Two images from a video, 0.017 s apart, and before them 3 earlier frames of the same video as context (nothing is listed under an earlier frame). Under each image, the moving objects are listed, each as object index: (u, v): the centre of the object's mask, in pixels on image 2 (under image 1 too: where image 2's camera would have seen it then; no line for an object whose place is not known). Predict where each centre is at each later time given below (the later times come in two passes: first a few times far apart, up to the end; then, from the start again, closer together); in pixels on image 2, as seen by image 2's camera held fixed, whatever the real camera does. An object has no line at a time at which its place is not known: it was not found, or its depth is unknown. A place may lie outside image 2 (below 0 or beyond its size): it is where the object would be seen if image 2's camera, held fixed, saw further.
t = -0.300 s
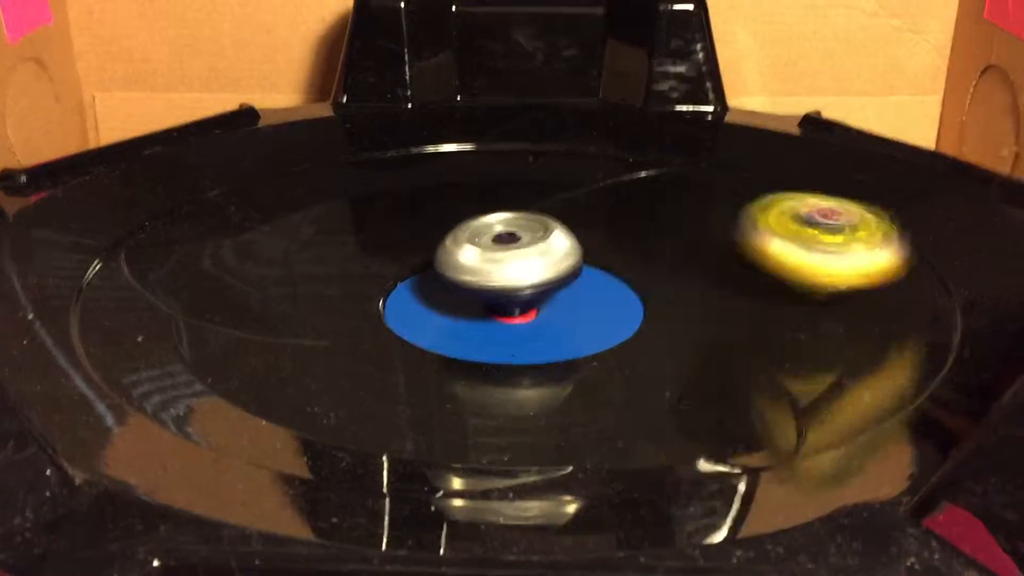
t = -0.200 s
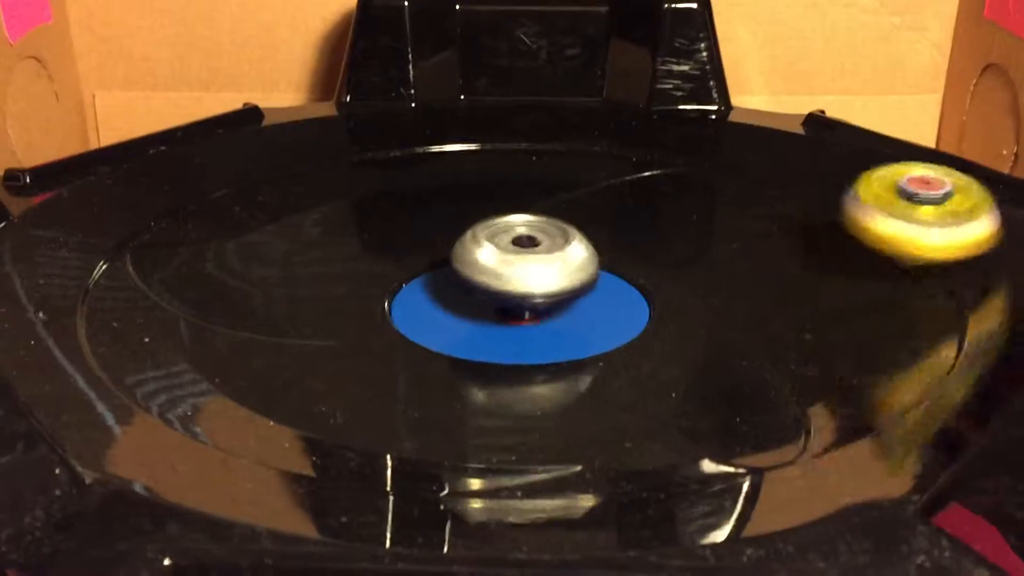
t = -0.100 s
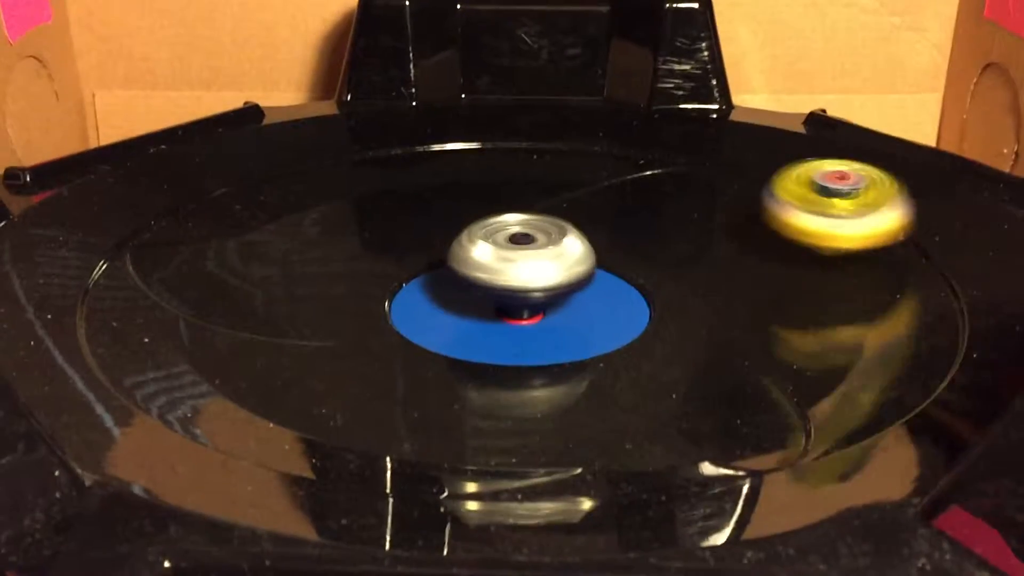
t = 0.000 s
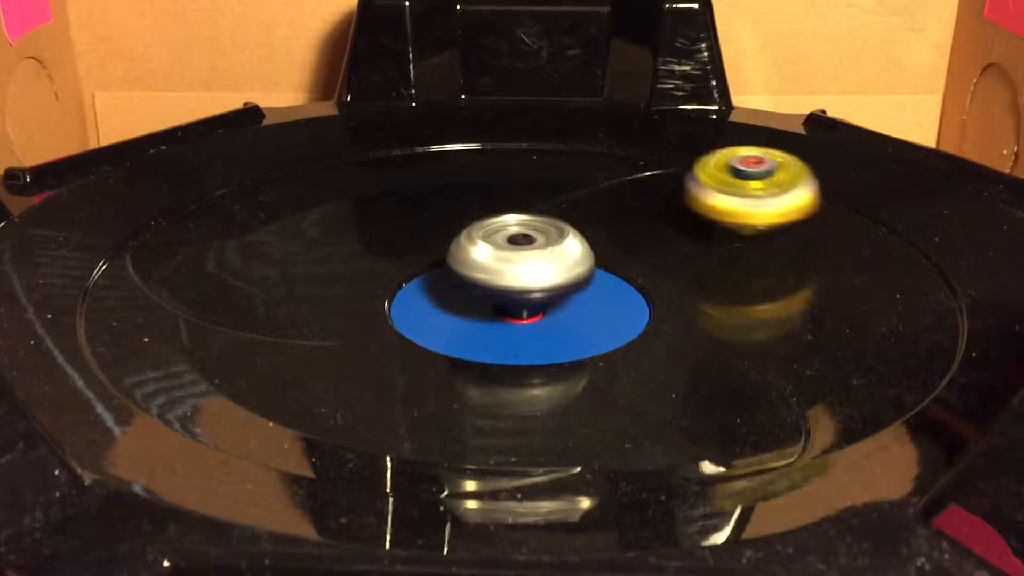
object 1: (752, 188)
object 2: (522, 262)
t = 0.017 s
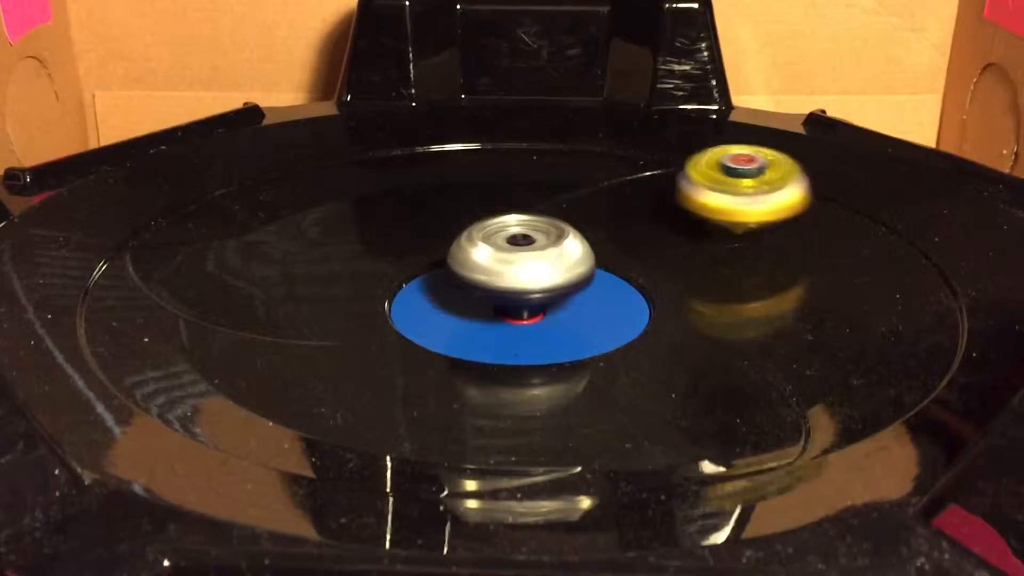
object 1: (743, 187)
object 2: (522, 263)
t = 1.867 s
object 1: (428, 176)
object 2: (529, 263)
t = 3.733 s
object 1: (436, 312)
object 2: (530, 257)
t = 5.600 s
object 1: (646, 194)
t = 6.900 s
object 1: (522, 178)
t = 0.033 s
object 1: (735, 185)
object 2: (522, 263)
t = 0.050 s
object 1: (730, 184)
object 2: (522, 263)
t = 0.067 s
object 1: (726, 182)
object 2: (522, 263)
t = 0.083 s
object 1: (724, 182)
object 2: (522, 263)
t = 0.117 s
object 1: (721, 180)
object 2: (522, 262)
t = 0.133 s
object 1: (719, 179)
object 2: (522, 263)
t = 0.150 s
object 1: (718, 179)
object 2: (522, 263)
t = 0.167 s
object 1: (717, 178)
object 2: (522, 262)
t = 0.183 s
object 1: (715, 177)
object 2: (522, 262)
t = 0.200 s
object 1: (714, 176)
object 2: (522, 263)
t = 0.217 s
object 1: (712, 176)
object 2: (522, 262)
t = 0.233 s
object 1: (710, 176)
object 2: (522, 262)
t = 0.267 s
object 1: (706, 175)
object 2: (522, 262)
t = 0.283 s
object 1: (704, 175)
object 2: (522, 263)
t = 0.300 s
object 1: (702, 174)
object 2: (522, 263)
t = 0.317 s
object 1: (699, 174)
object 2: (522, 263)
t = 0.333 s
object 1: (697, 174)
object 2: (522, 263)
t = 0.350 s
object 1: (694, 174)
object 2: (522, 263)
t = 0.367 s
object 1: (691, 173)
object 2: (522, 263)
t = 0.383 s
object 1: (689, 173)
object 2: (522, 263)
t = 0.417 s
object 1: (683, 174)
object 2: (522, 263)
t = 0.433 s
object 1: (680, 174)
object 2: (522, 263)
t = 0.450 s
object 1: (677, 174)
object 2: (522, 263)
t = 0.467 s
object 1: (674, 174)
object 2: (522, 263)
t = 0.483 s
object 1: (670, 174)
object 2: (522, 262)
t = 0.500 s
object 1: (667, 174)
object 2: (522, 263)
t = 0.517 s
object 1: (663, 175)
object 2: (522, 263)
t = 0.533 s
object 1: (660, 175)
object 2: (522, 262)
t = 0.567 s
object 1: (653, 176)
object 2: (522, 263)
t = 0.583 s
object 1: (649, 177)
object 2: (522, 262)
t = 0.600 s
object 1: (645, 177)
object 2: (522, 263)
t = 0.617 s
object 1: (641, 178)
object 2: (522, 263)
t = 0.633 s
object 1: (638, 178)
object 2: (522, 262)
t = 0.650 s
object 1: (634, 179)
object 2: (522, 262)
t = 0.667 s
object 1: (630, 180)
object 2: (522, 263)
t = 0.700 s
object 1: (622, 181)
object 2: (522, 263)
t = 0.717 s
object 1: (619, 182)
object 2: (522, 263)
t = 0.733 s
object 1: (615, 183)
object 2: (522, 263)
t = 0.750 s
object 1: (611, 184)
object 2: (522, 262)
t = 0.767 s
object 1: (607, 185)
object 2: (522, 262)
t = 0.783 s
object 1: (603, 186)
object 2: (522, 262)
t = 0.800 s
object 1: (600, 187)
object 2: (522, 262)
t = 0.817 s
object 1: (596, 188)
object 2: (522, 262)
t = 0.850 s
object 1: (588, 190)
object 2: (522, 263)
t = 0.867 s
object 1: (585, 190)
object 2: (521, 263)
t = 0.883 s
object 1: (581, 191)
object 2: (522, 263)
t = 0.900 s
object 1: (577, 191)
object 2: (522, 263)
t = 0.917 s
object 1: (574, 192)
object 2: (521, 263)
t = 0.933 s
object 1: (570, 192)
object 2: (521, 263)
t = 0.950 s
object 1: (566, 193)
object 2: (522, 263)
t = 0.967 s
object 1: (562, 193)
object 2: (521, 263)
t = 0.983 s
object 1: (558, 193)
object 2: (521, 263)
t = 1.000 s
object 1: (563, 183)
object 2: (515, 266)
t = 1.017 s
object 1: (572, 173)
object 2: (509, 263)
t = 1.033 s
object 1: (580, 165)
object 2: (508, 259)
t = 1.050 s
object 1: (587, 154)
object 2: (517, 256)
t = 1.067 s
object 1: (597, 140)
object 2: (525, 261)
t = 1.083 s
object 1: (607, 130)
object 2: (518, 263)
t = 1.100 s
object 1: (617, 126)
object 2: (510, 261)
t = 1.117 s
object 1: (627, 122)
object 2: (512, 258)
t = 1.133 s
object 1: (633, 117)
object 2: (522, 261)
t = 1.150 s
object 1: (634, 115)
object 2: (522, 264)
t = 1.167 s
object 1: (633, 119)
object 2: (515, 264)
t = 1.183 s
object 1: (632, 123)
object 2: (516, 262)
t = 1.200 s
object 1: (629, 126)
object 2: (527, 261)
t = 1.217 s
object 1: (625, 130)
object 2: (527, 264)
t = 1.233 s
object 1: (619, 135)
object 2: (520, 263)
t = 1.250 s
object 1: (612, 139)
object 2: (522, 262)
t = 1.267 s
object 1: (603, 143)
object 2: (527, 262)
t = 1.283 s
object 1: (593, 147)
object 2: (523, 262)
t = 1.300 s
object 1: (582, 151)
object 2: (521, 262)
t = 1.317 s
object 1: (570, 156)
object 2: (523, 262)
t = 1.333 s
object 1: (557, 159)
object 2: (523, 263)
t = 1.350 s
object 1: (544, 163)
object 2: (522, 262)
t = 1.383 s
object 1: (522, 171)
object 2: (523, 263)
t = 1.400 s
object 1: (513, 174)
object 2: (523, 263)
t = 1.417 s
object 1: (504, 176)
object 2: (522, 263)
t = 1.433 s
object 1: (498, 179)
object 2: (522, 263)
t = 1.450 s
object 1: (492, 180)
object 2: (522, 263)
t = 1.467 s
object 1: (488, 182)
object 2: (522, 263)
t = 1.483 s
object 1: (484, 182)
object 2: (523, 263)
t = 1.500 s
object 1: (482, 183)
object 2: (523, 263)
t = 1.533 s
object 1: (477, 184)
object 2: (522, 263)
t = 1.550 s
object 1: (475, 185)
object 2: (523, 263)
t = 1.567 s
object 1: (473, 186)
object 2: (522, 263)
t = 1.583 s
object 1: (471, 187)
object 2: (522, 263)
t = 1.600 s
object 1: (470, 187)
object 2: (522, 263)
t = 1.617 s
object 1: (468, 188)
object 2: (522, 263)
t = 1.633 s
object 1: (466, 189)
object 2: (522, 263)
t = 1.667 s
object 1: (463, 191)
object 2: (522, 263)
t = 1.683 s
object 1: (462, 192)
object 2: (522, 263)
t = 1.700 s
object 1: (460, 193)
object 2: (522, 263)
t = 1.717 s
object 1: (459, 194)
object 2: (522, 263)
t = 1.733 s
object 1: (458, 196)
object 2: (522, 263)
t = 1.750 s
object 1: (457, 197)
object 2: (522, 263)
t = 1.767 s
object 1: (456, 197)
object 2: (522, 263)
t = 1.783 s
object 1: (455, 199)
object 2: (522, 264)
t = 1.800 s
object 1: (451, 196)
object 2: (525, 264)
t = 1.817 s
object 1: (444, 190)
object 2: (516, 265)
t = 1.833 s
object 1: (438, 185)
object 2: (514, 263)
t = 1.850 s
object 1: (433, 179)
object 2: (522, 260)
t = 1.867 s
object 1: (428, 176)
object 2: (529, 263)
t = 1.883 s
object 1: (423, 173)
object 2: (523, 264)
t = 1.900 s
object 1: (420, 171)
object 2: (518, 263)
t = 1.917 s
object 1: (417, 171)
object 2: (521, 262)
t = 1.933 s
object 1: (413, 171)
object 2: (527, 263)
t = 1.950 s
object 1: (410, 171)
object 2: (524, 265)
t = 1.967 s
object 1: (407, 171)
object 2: (521, 262)
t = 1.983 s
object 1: (403, 172)
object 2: (525, 261)
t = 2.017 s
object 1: (397, 173)
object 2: (520, 262)
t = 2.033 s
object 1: (394, 174)
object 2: (521, 261)
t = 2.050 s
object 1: (391, 174)
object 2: (524, 262)
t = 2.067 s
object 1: (388, 175)
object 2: (522, 263)
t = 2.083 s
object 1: (386, 175)
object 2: (520, 262)
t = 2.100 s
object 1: (383, 175)
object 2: (523, 262)
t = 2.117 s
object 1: (380, 176)
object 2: (524, 263)
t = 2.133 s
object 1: (378, 177)
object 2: (522, 263)
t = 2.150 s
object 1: (376, 178)
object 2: (522, 263)
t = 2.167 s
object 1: (374, 179)
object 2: (523, 263)
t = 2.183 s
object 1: (372, 180)
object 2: (522, 263)
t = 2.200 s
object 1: (370, 181)
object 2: (521, 263)
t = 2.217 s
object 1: (368, 182)
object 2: (521, 263)
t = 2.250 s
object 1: (364, 184)
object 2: (521, 263)
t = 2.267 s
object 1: (362, 185)
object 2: (521, 263)
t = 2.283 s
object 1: (361, 187)
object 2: (522, 263)
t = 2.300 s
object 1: (360, 188)
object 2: (522, 263)
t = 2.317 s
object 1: (359, 189)
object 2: (521, 263)
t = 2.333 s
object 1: (357, 190)
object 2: (522, 263)
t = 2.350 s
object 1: (356, 192)
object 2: (522, 263)
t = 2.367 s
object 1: (356, 193)
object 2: (521, 263)
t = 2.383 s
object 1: (355, 195)
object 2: (522, 262)
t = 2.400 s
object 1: (355, 196)
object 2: (522, 263)
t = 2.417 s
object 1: (355, 198)
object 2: (521, 263)
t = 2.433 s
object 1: (354, 199)
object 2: (521, 262)
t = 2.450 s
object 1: (354, 201)
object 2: (522, 263)
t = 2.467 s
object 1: (354, 203)
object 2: (522, 263)
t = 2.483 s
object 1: (354, 204)
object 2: (521, 263)
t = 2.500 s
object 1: (355, 206)
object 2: (522, 263)
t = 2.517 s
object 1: (355, 208)
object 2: (522, 263)
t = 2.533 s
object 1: (356, 210)
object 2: (521, 263)
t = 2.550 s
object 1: (356, 211)
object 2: (521, 263)
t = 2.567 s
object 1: (357, 213)
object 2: (522, 263)
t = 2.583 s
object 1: (359, 215)
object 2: (521, 263)
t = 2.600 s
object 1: (360, 217)
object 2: (521, 263)
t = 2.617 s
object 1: (361, 219)
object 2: (522, 263)
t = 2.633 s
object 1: (363, 221)
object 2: (522, 263)
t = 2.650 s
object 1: (365, 222)
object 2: (521, 263)
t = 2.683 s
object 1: (368, 226)
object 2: (522, 263)
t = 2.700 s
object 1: (370, 228)
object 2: (521, 263)
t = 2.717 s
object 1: (372, 230)
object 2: (522, 263)
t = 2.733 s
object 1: (375, 232)
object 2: (521, 263)
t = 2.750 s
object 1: (377, 234)
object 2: (521, 263)
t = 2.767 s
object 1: (374, 234)
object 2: (524, 263)
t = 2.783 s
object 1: (363, 233)
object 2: (524, 264)
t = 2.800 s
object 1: (356, 234)
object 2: (521, 263)
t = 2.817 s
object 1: (350, 234)
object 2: (521, 263)
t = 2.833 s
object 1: (347, 235)
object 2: (522, 263)
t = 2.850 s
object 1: (345, 235)
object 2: (521, 263)
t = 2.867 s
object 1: (344, 237)
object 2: (521, 262)
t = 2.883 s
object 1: (343, 238)
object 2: (522, 263)
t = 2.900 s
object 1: (343, 241)
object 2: (522, 263)
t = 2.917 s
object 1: (343, 243)
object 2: (522, 263)
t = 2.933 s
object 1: (343, 244)
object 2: (522, 263)
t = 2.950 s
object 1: (342, 246)
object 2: (522, 263)
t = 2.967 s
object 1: (343, 248)
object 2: (522, 263)
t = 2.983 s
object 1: (343, 250)
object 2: (522, 263)
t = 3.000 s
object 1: (343, 251)
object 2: (522, 263)
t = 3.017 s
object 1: (344, 253)
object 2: (521, 263)
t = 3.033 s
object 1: (345, 255)
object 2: (521, 263)
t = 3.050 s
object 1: (346, 256)
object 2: (522, 263)
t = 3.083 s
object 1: (348, 260)
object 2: (522, 263)
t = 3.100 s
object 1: (349, 261)
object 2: (522, 263)
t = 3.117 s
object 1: (350, 263)
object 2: (522, 263)
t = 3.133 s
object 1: (352, 264)
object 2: (522, 263)
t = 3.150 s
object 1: (354, 266)
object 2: (522, 263)
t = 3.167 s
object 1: (355, 267)
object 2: (522, 263)
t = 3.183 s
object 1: (357, 269)
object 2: (522, 263)
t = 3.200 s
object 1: (360, 271)
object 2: (522, 263)
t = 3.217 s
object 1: (362, 272)
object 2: (522, 263)
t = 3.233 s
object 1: (364, 274)
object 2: (522, 263)
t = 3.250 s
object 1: (367, 275)
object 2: (522, 263)
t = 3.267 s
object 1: (370, 277)
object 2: (522, 263)
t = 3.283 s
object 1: (373, 279)
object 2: (522, 263)
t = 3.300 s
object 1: (376, 280)
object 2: (522, 263)
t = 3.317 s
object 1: (379, 281)
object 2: (523, 263)
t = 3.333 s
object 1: (382, 282)
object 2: (523, 263)
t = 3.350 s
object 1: (385, 284)
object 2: (524, 263)
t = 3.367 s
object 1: (388, 285)
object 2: (524, 262)
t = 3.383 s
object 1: (392, 286)
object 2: (525, 263)
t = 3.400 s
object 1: (392, 287)
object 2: (526, 263)
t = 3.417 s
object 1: (389, 290)
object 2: (525, 263)
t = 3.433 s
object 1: (388, 292)
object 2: (524, 263)
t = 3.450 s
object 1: (389, 294)
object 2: (524, 263)
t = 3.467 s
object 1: (391, 296)
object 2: (524, 263)
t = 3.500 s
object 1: (395, 298)
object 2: (525, 262)
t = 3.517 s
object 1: (398, 300)
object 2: (524, 263)
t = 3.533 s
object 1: (400, 301)
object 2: (525, 263)
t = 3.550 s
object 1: (403, 302)
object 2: (525, 262)
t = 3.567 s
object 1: (405, 303)
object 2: (526, 262)
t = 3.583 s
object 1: (408, 305)
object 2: (526, 262)
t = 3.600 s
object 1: (411, 306)
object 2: (526, 261)
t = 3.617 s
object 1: (414, 307)
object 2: (527, 261)
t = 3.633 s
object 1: (417, 308)
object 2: (527, 261)
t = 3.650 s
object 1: (420, 308)
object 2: (528, 260)
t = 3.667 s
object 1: (423, 309)
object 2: (528, 260)
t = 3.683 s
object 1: (427, 310)
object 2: (529, 259)
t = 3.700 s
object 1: (430, 311)
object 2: (530, 259)
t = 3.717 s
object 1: (433, 312)
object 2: (529, 258)
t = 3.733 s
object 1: (436, 312)
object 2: (530, 257)
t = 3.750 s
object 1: (440, 313)
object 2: (530, 257)
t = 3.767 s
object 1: (443, 314)
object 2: (530, 256)
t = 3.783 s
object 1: (447, 314)
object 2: (530, 255)
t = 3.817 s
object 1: (454, 315)
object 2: (531, 254)
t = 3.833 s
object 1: (458, 315)
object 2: (531, 253)
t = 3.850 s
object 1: (461, 315)
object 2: (531, 252)
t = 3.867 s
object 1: (465, 315)
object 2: (531, 252)
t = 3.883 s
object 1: (468, 316)
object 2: (531, 251)
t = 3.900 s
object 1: (472, 316)
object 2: (530, 250)
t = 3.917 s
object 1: (476, 316)
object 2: (530, 250)
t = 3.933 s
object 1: (480, 316)
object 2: (530, 249)
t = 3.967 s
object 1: (487, 316)
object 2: (529, 248)
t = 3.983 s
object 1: (491, 316)
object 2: (529, 248)
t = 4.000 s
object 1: (495, 316)
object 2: (529, 247)
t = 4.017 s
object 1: (499, 315)
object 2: (528, 246)
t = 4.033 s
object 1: (502, 315)
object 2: (527, 246)
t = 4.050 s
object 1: (506, 314)
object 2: (526, 245)
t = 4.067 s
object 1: (504, 322)
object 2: (526, 243)
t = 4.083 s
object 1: (498, 338)
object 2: (531, 247)
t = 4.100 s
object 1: (492, 353)
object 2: (537, 255)
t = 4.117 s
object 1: (487, 366)
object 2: (531, 260)
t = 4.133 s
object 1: (483, 377)
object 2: (521, 260)
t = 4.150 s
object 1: (482, 389)
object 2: (524, 259)
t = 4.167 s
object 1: (482, 397)
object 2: (530, 260)
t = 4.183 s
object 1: (485, 404)
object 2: (528, 263)
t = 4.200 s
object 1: (492, 408)
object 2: (519, 262)
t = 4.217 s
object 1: (504, 414)
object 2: (519, 260)
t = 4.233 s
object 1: (518, 418)
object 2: (524, 261)
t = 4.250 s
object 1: (535, 423)
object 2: (522, 262)
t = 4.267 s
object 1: (557, 424)
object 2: (517, 262)
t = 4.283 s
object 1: (584, 425)
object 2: (520, 261)
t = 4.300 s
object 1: (610, 422)
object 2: (525, 262)
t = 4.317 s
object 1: (637, 420)
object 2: (523, 263)
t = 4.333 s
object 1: (665, 415)
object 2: (520, 262)
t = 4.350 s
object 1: (692, 409)
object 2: (523, 262)
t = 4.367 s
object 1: (720, 403)
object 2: (524, 263)
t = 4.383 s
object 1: (746, 397)
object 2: (522, 262)
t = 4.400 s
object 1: (771, 387)
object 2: (522, 263)
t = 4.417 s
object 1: (793, 377)
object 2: (523, 263)
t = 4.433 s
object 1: (800, 364)
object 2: (522, 262)
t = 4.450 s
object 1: (796, 353)
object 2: (523, 263)
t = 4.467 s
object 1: (791, 345)
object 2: (523, 263)
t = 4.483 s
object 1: (783, 334)
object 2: (523, 262)
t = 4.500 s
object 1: (770, 324)
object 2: (522, 262)
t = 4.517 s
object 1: (757, 312)
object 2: (522, 263)
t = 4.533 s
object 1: (742, 302)
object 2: (522, 263)
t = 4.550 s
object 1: (724, 292)
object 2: (522, 263)
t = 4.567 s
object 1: (707, 284)
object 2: (523, 263)
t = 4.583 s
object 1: (692, 277)
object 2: (522, 263)
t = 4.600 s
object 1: (678, 271)
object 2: (521, 262)
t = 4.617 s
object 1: (676, 267)
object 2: (518, 261)
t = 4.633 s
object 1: (689, 264)
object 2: (518, 259)
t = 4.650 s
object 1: (699, 263)
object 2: (524, 260)
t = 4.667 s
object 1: (706, 261)
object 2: (522, 263)
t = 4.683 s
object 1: (710, 259)
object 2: (518, 263)
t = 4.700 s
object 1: (712, 257)
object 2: (519, 261)
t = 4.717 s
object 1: (712, 257)
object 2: (524, 263)
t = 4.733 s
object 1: (711, 255)
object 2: (523, 264)
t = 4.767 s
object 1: (708, 252)
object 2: (524, 262)
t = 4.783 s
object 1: (706, 251)
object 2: (524, 263)
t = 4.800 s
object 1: (704, 250)
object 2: (522, 262)
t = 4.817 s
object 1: (702, 249)
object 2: (523, 261)
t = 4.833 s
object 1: (699, 248)
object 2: (523, 263)
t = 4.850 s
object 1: (697, 247)
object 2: (522, 262)
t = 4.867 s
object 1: (695, 246)
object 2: (522, 263)
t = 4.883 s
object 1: (693, 245)
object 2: (522, 263)
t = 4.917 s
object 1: (689, 243)
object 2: (522, 263)
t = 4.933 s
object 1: (687, 242)
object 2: (523, 263)
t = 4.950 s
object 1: (684, 241)
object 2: (523, 262)
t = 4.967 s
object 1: (682, 240)
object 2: (522, 262)
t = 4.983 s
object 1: (679, 239)
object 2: (523, 263)
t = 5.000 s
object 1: (677, 238)
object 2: (522, 262)
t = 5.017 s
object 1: (675, 237)
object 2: (522, 263)
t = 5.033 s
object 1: (672, 236)
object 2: (522, 263)
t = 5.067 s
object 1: (668, 234)
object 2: (522, 262)
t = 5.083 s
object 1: (665, 233)
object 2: (522, 263)
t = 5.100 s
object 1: (662, 231)
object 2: (523, 262)
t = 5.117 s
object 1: (660, 230)
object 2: (522, 262)
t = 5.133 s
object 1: (658, 230)
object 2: (522, 263)
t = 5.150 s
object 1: (655, 229)
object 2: (522, 263)
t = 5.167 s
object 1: (653, 228)
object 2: (522, 263)
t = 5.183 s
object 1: (650, 227)
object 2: (522, 263)
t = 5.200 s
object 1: (651, 224)
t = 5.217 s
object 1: (658, 223)
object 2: (520, 261)
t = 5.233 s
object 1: (663, 221)
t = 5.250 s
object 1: (666, 218)
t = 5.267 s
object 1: (669, 216)
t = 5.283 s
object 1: (669, 214)
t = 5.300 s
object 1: (669, 213)
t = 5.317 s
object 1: (668, 212)
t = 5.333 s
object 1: (668, 210)
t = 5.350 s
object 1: (666, 209)
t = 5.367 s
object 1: (665, 207)
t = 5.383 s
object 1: (663, 206)
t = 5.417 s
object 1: (661, 204)
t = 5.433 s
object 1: (659, 202)
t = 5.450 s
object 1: (658, 201)
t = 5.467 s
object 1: (656, 200)
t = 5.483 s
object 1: (655, 199)
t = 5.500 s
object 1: (654, 198)
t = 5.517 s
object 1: (652, 197)
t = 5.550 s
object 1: (649, 196)
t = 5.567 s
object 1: (648, 195)
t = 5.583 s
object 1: (647, 194)
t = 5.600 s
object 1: (646, 194)
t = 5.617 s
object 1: (644, 193)
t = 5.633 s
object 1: (643, 192)
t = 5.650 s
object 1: (642, 192)
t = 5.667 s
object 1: (640, 191)
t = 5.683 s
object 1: (639, 191)
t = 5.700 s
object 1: (637, 190)
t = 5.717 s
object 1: (636, 190)
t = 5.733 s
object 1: (635, 189)
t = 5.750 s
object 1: (634, 189)
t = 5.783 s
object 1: (631, 188)
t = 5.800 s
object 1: (630, 188)
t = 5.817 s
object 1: (629, 187)
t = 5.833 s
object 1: (627, 187)
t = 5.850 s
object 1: (626, 187)
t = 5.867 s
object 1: (624, 187)
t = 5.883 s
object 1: (623, 187)
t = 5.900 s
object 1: (621, 187)
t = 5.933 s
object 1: (618, 186)
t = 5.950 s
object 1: (616, 186)
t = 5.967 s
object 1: (614, 186)
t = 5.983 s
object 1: (612, 186)
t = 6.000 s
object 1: (610, 186)
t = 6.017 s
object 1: (608, 186)
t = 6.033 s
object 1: (607, 186)
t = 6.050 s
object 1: (606, 186)
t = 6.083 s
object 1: (603, 186)
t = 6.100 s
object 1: (602, 186)
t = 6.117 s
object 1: (601, 186)
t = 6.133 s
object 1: (599, 186)
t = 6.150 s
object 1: (597, 186)
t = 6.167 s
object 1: (596, 186)
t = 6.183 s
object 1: (594, 186)
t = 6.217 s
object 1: (591, 187)
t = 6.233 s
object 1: (589, 186)
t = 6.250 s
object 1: (587, 187)
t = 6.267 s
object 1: (586, 187)
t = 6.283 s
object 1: (584, 187)
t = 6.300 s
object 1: (581, 187)
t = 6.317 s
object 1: (580, 187)
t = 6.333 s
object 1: (578, 187)
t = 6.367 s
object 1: (574, 187)
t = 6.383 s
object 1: (572, 187)
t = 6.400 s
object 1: (569, 188)
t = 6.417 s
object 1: (567, 188)
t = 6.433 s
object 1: (565, 188)
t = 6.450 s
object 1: (563, 188)
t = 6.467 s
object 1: (560, 189)
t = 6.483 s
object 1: (558, 189)
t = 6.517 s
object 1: (553, 189)
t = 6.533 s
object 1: (551, 189)
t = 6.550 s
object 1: (549, 189)
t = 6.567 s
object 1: (546, 190)
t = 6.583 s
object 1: (544, 190)
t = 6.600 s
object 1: (541, 191)
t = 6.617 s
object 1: (538, 191)
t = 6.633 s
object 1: (535, 190)
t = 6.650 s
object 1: (533, 191)
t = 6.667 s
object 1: (529, 191)
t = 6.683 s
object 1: (528, 189)
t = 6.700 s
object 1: (527, 186)
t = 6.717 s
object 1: (528, 183)
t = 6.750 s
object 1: (527, 178)
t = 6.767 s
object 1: (527, 177)
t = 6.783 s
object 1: (527, 176)
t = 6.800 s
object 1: (527, 175)
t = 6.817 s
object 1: (527, 176)
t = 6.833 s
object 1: (526, 177)
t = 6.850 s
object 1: (525, 178)
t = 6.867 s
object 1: (524, 178)
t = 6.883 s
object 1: (523, 178)
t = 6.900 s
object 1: (522, 178)
